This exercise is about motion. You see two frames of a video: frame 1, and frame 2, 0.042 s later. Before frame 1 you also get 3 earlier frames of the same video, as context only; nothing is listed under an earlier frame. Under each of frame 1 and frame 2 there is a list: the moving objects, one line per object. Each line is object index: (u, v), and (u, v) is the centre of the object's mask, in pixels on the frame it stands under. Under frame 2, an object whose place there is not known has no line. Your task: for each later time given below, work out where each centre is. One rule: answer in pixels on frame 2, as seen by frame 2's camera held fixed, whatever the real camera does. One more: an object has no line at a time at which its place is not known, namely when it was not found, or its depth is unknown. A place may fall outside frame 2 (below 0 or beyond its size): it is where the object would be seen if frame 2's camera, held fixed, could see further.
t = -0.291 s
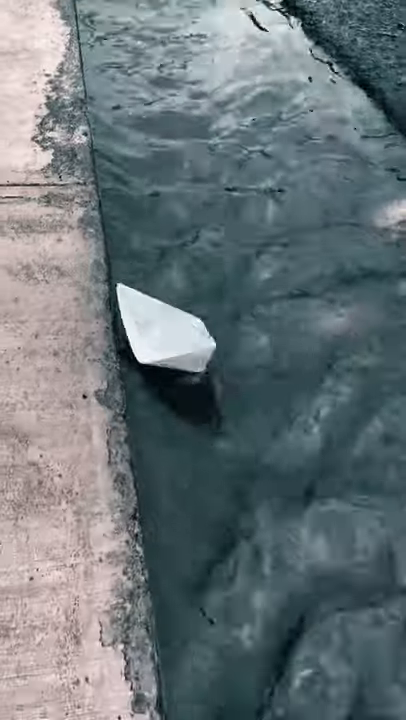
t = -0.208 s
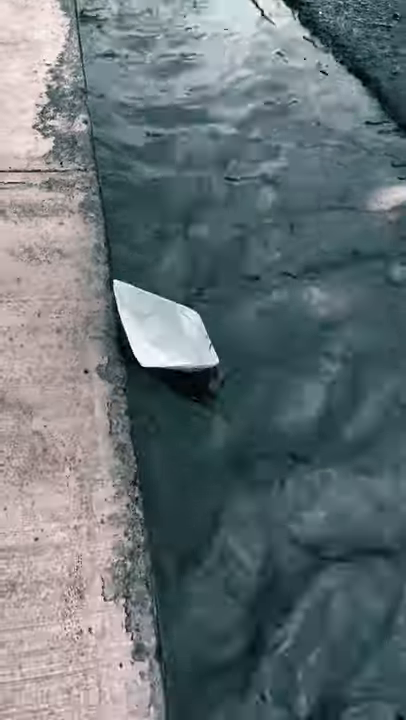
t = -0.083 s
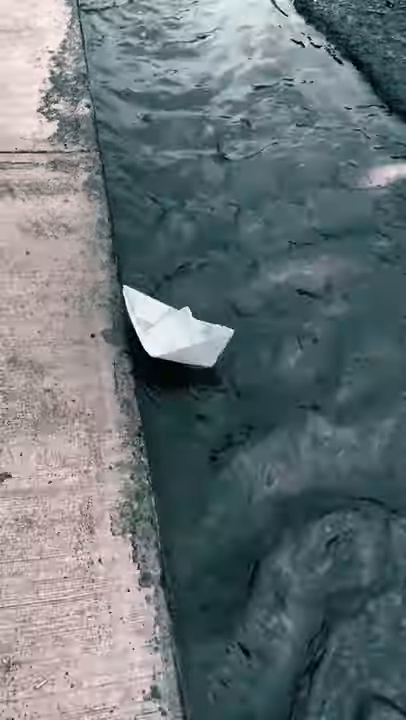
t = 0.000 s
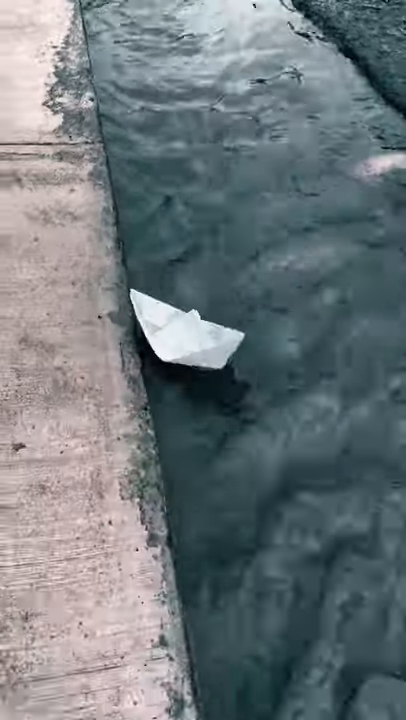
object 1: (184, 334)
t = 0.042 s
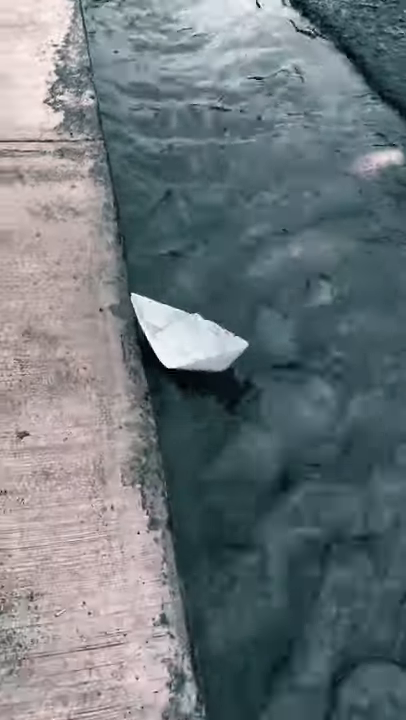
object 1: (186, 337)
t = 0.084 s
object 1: (189, 349)
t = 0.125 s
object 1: (192, 361)
